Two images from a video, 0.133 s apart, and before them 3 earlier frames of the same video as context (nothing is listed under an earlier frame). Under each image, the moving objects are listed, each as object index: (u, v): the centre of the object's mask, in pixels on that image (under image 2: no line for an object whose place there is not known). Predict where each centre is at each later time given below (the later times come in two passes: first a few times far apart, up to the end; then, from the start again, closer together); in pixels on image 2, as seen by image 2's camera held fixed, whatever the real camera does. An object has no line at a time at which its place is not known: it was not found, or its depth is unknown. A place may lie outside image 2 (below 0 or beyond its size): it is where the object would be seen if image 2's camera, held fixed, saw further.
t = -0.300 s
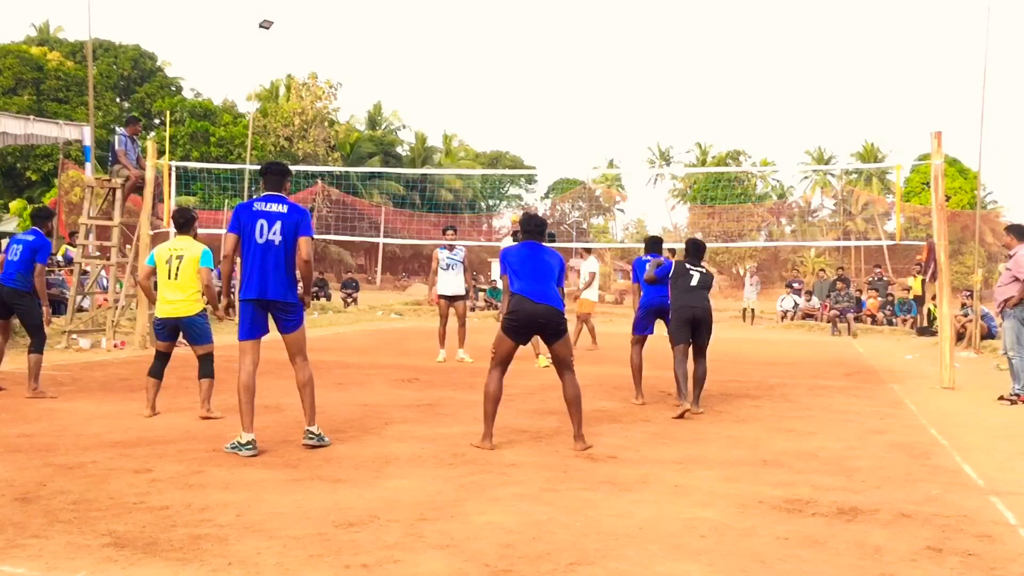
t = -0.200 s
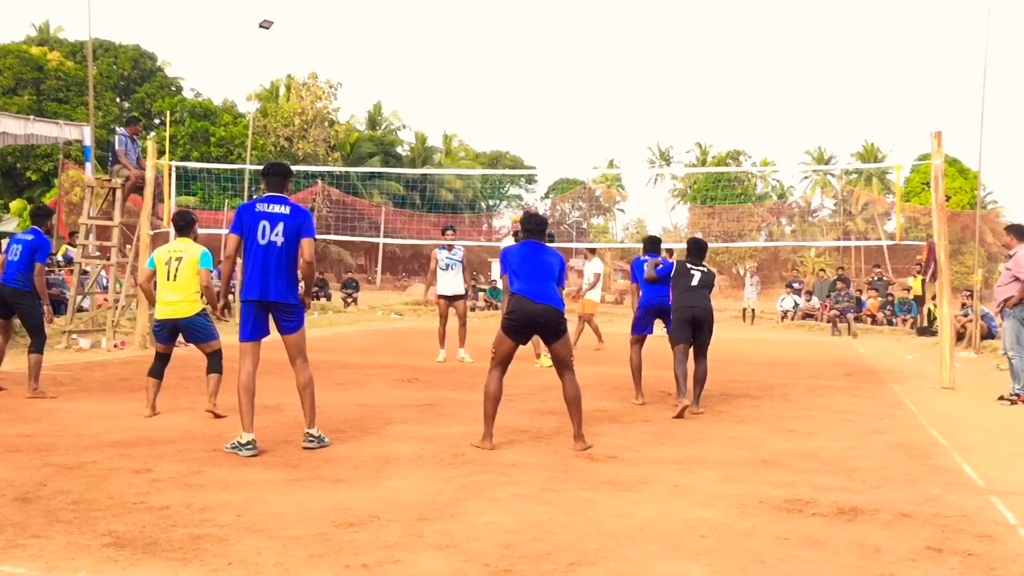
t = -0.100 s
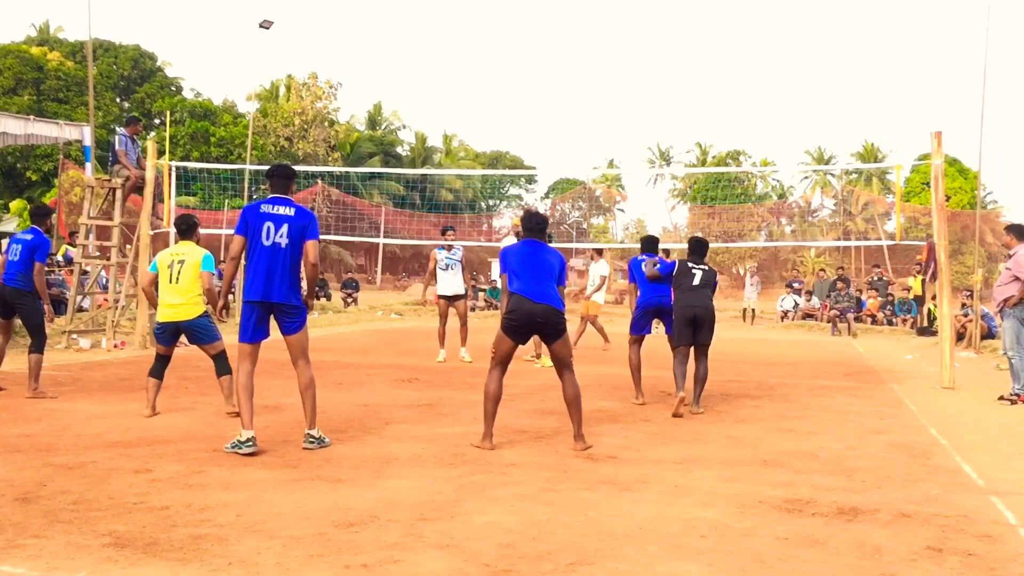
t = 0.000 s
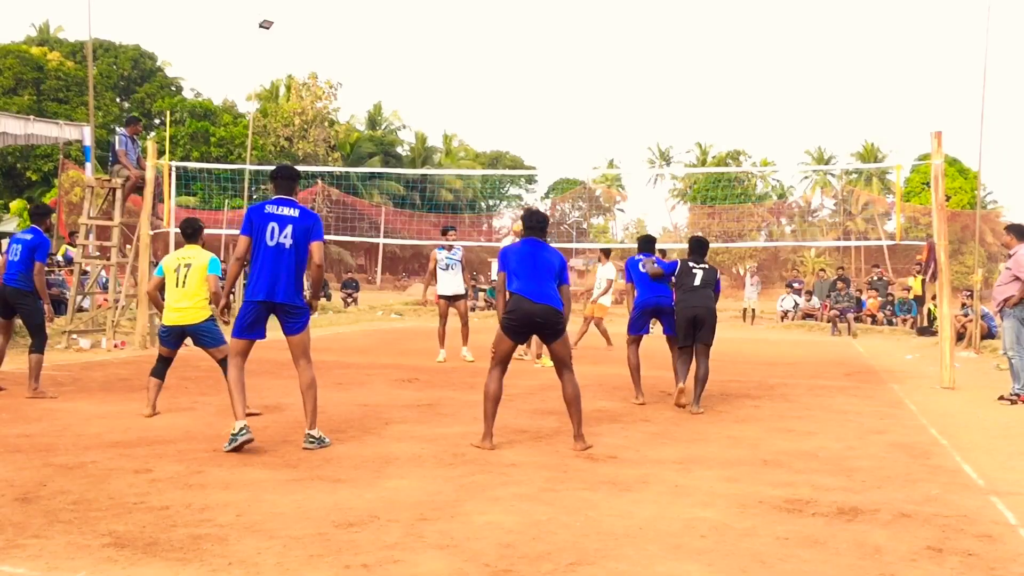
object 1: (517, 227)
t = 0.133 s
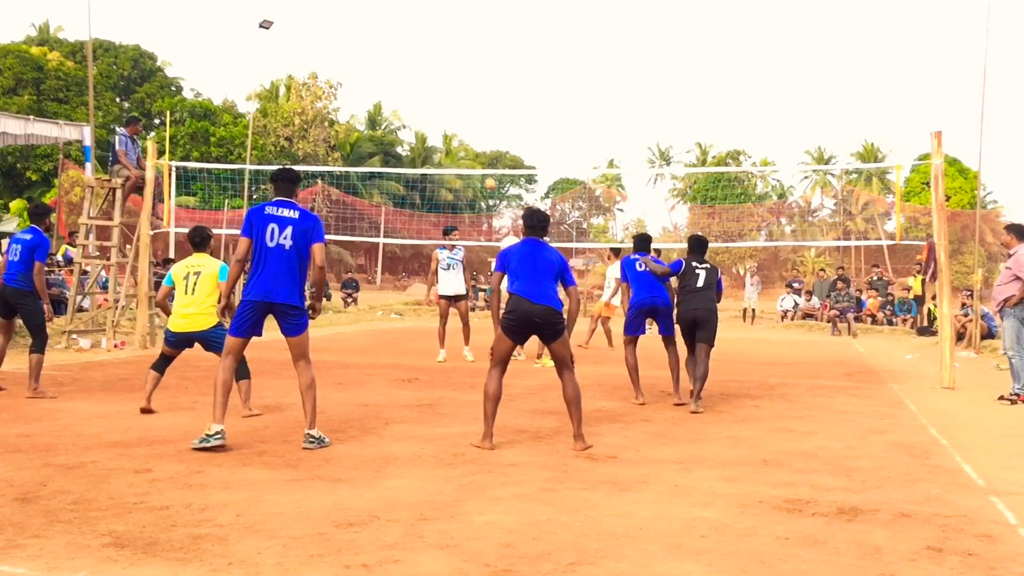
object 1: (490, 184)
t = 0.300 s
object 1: (454, 134)
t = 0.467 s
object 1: (409, 91)
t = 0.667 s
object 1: (349, 56)
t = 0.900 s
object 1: (259, 46)
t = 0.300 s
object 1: (454, 134)
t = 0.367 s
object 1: (436, 115)
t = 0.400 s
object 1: (427, 106)
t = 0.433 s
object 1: (418, 98)
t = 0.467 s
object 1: (409, 91)
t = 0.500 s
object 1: (399, 84)
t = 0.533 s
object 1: (390, 77)
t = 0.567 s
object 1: (380, 71)
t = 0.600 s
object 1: (370, 66)
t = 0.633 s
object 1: (359, 61)
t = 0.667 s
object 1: (349, 56)
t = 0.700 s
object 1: (338, 53)
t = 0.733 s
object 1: (326, 50)
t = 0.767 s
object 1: (314, 47)
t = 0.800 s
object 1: (301, 46)
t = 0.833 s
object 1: (288, 45)
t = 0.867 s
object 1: (274, 45)
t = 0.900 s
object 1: (259, 46)
